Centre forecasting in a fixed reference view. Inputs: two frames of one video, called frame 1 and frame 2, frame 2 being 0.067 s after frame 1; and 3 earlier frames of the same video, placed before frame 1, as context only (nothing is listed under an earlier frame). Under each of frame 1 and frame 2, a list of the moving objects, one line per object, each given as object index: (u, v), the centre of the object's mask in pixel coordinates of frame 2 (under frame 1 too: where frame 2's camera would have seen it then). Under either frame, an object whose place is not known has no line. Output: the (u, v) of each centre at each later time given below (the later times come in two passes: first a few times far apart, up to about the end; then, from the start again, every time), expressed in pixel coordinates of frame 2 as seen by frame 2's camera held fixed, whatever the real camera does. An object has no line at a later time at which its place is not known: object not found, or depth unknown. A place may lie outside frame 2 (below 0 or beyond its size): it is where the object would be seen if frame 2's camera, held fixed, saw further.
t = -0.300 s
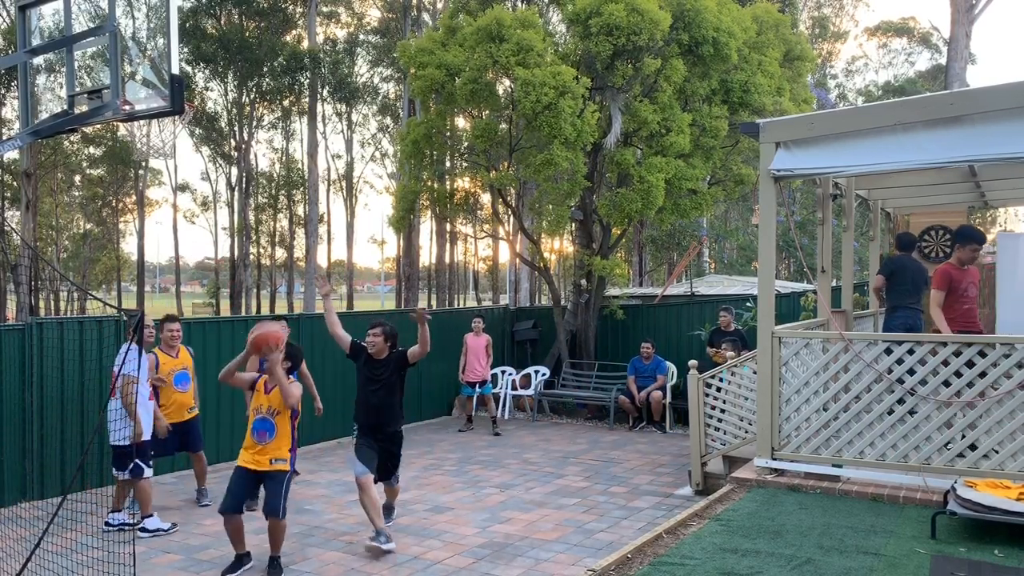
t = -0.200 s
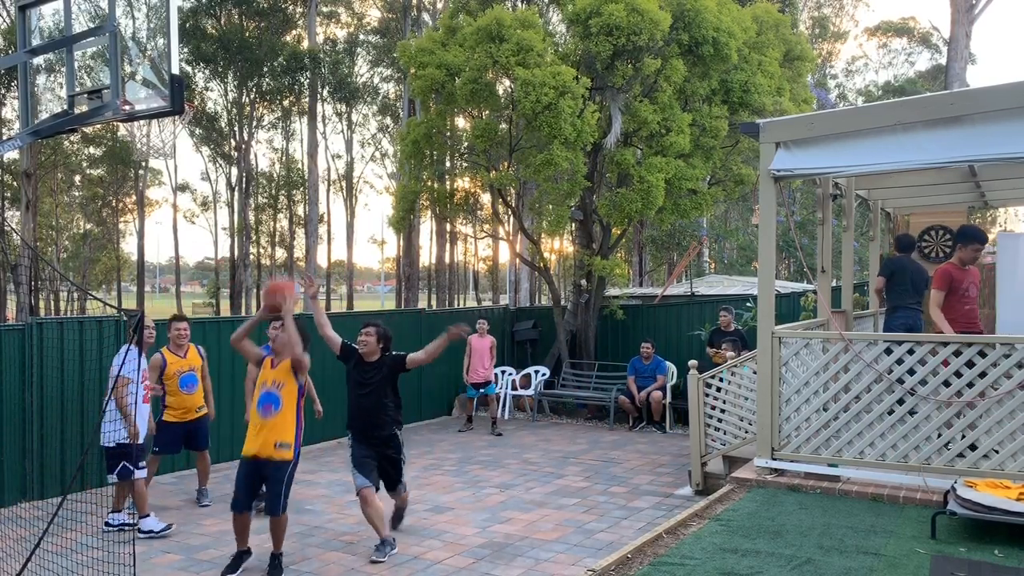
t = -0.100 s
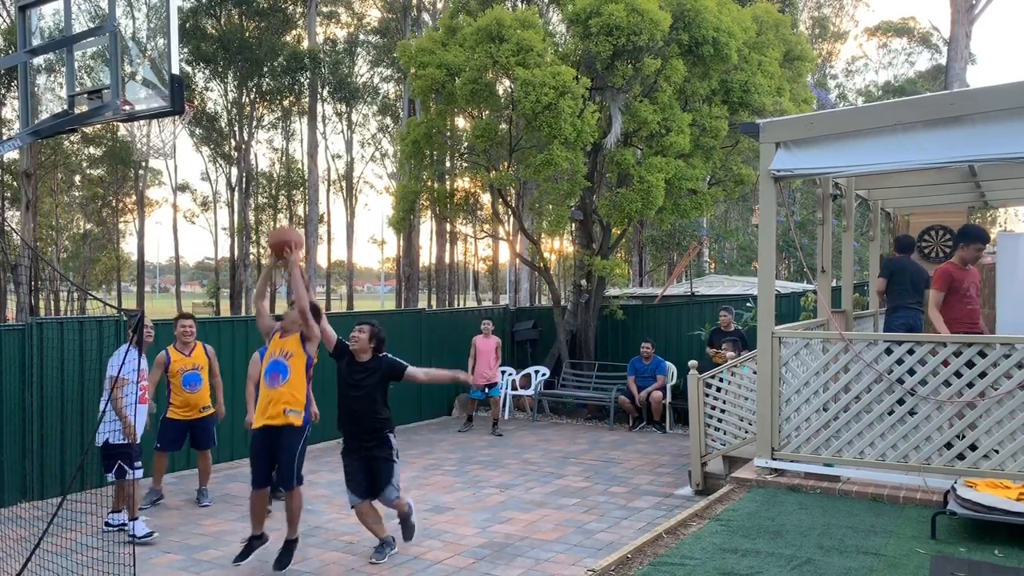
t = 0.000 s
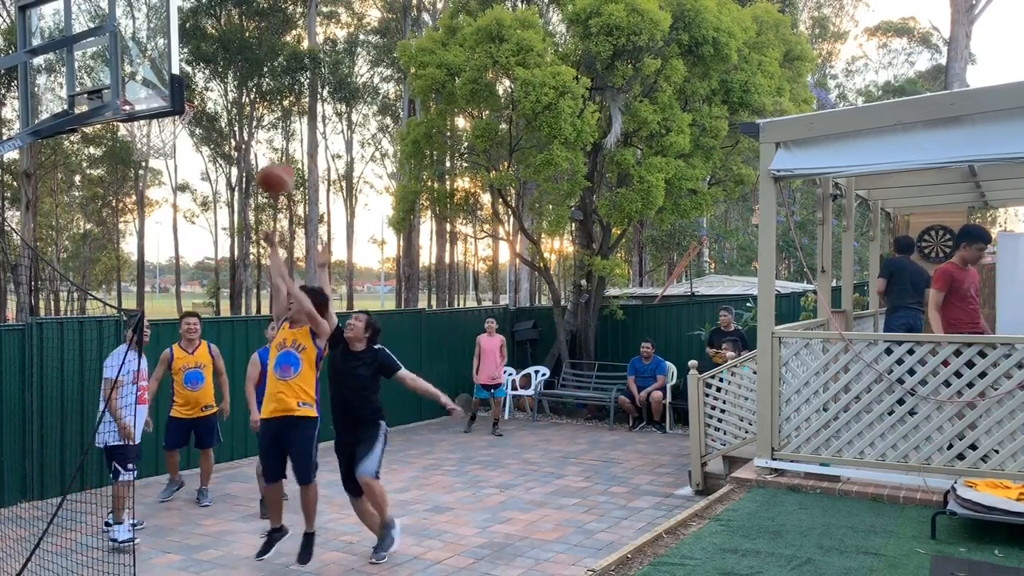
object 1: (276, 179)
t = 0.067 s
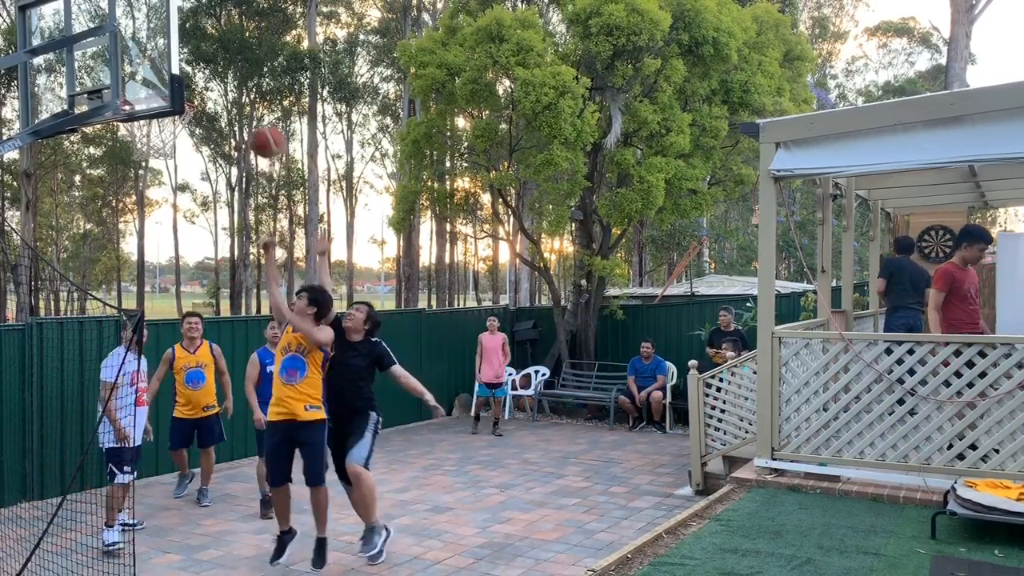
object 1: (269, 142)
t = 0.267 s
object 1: (243, 72)
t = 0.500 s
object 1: (215, 65)
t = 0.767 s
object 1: (222, 106)
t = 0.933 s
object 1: (247, 153)
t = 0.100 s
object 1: (264, 126)
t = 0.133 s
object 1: (260, 111)
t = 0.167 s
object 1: (258, 98)
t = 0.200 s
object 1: (252, 88)
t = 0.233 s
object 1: (248, 79)
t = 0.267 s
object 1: (243, 72)
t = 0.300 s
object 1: (239, 67)
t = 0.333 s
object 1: (236, 63)
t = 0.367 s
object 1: (231, 60)
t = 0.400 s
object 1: (227, 59)
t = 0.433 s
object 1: (223, 60)
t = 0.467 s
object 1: (219, 61)
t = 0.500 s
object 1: (215, 65)
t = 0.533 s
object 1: (211, 71)
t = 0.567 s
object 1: (207, 78)
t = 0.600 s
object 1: (202, 88)
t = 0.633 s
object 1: (202, 94)
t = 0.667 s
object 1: (205, 95)
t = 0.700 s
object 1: (211, 97)
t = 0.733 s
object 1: (217, 100)
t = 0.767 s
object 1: (222, 106)
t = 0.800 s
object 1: (226, 112)
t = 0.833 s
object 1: (232, 120)
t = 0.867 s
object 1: (237, 129)
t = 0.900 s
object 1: (241, 139)
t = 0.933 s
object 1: (247, 153)
